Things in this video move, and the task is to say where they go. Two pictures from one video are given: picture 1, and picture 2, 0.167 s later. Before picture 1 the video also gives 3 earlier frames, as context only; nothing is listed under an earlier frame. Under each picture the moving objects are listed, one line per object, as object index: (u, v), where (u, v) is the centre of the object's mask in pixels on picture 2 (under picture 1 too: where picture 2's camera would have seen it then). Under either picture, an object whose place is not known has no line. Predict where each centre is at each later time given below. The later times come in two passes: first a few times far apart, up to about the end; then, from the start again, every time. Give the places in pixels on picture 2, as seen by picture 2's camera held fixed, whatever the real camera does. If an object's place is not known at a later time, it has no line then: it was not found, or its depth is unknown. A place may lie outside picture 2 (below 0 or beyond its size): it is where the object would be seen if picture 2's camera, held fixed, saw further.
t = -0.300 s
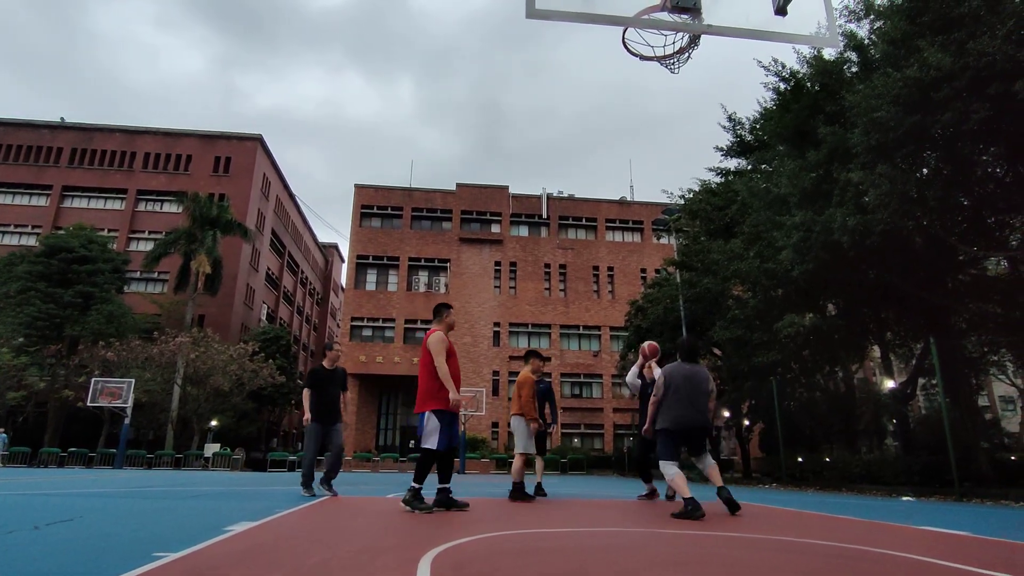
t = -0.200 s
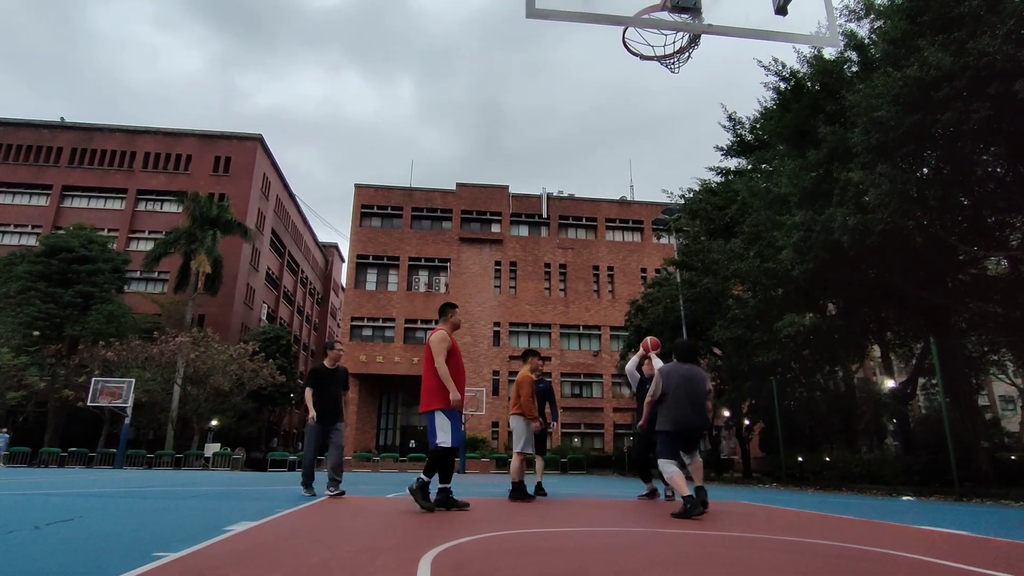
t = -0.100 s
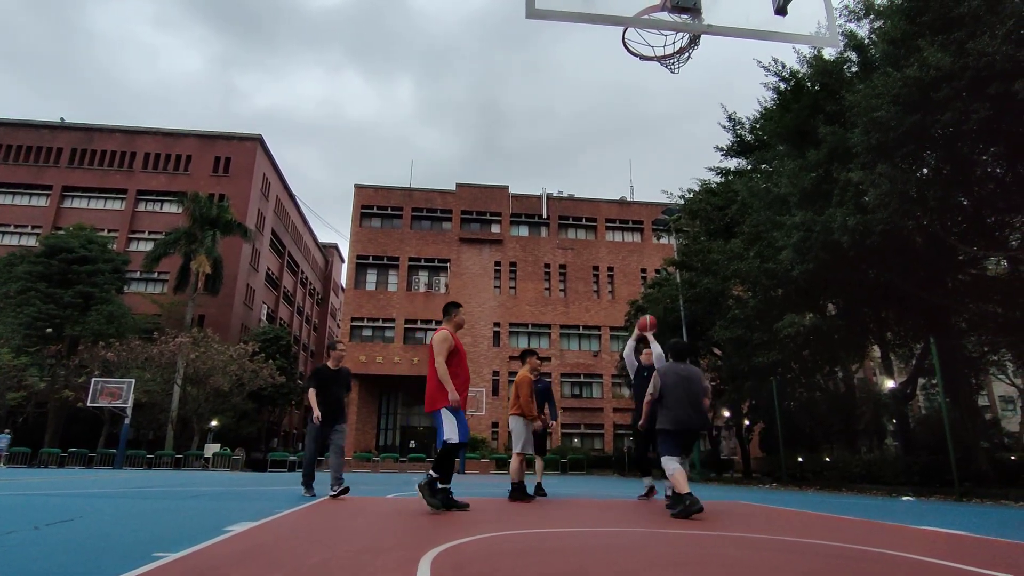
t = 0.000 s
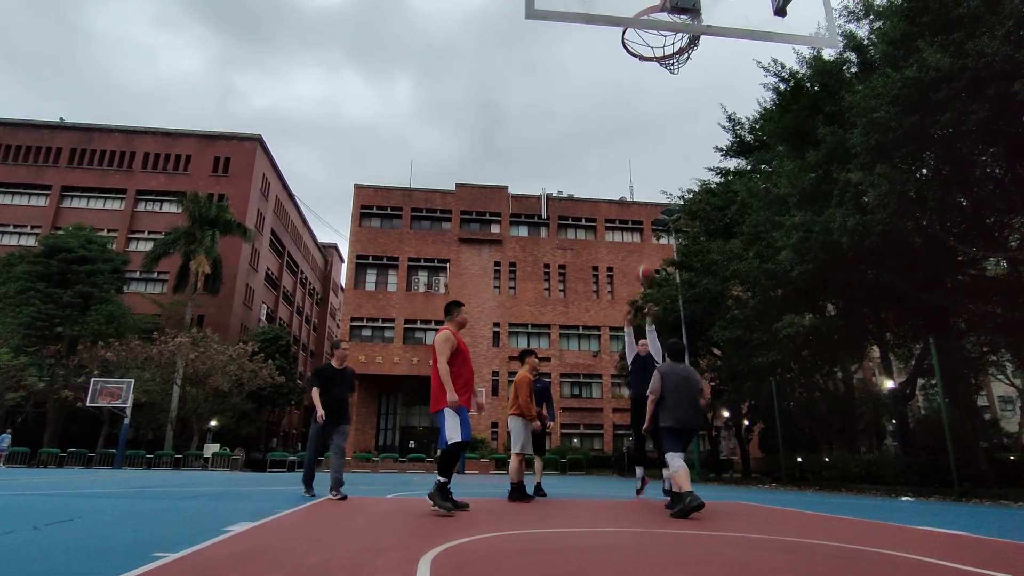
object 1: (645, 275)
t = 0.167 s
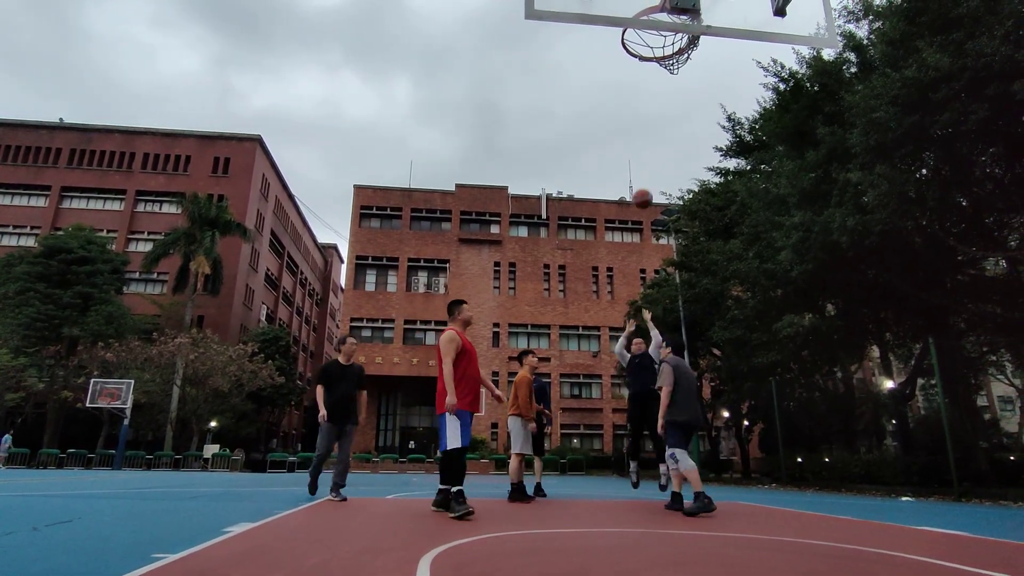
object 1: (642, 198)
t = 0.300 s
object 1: (641, 147)
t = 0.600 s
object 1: (642, 65)
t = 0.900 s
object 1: (648, 44)
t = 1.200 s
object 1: (634, 97)
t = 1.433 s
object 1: (620, 177)
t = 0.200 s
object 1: (642, 185)
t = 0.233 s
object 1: (642, 171)
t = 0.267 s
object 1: (641, 159)
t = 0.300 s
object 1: (641, 147)
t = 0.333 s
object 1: (641, 135)
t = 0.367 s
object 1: (641, 125)
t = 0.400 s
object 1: (641, 114)
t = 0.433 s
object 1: (640, 105)
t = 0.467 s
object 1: (641, 96)
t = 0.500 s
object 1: (641, 87)
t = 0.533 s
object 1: (641, 79)
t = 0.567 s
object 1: (641, 72)
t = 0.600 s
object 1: (642, 65)
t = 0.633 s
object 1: (642, 60)
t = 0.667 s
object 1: (642, 55)
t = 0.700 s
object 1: (643, 50)
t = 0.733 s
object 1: (644, 46)
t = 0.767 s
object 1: (644, 44)
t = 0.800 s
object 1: (645, 43)
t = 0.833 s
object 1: (646, 43)
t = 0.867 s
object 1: (647, 44)
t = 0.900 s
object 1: (648, 44)
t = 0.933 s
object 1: (650, 45)
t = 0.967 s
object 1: (652, 51)
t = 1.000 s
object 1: (653, 56)
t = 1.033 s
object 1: (649, 61)
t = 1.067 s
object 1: (646, 67)
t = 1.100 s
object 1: (642, 73)
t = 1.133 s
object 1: (639, 80)
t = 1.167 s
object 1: (636, 88)
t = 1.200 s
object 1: (634, 97)
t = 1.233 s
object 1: (631, 106)
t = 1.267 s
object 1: (629, 116)
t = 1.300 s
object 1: (627, 127)
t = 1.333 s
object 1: (625, 139)
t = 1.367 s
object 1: (623, 151)
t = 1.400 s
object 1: (622, 163)
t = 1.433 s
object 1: (620, 177)
